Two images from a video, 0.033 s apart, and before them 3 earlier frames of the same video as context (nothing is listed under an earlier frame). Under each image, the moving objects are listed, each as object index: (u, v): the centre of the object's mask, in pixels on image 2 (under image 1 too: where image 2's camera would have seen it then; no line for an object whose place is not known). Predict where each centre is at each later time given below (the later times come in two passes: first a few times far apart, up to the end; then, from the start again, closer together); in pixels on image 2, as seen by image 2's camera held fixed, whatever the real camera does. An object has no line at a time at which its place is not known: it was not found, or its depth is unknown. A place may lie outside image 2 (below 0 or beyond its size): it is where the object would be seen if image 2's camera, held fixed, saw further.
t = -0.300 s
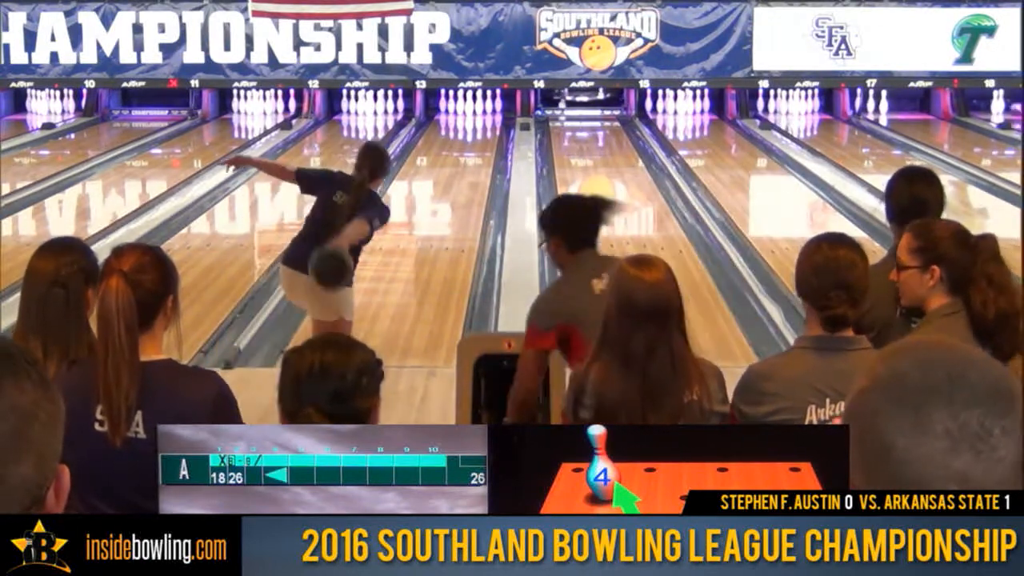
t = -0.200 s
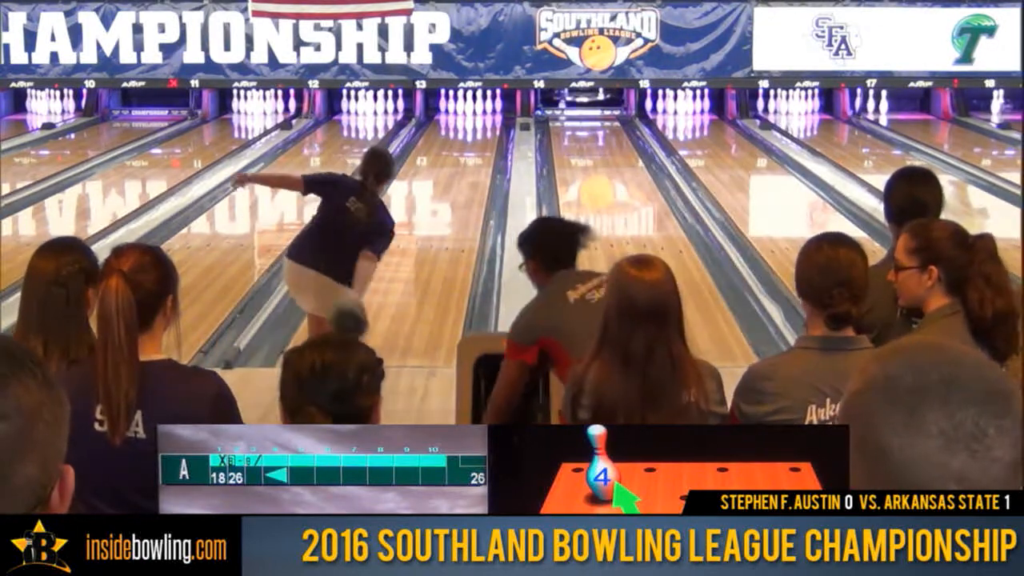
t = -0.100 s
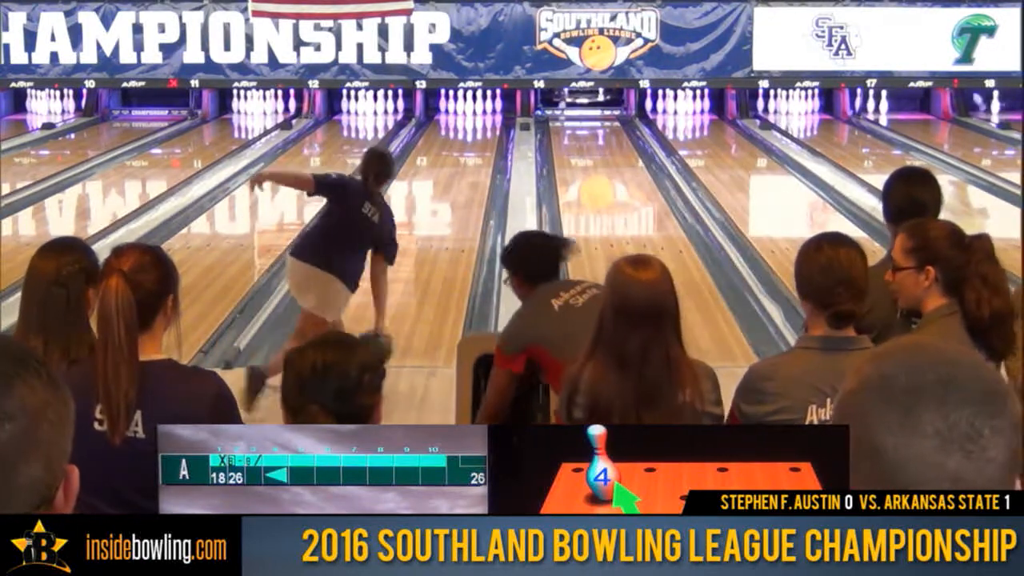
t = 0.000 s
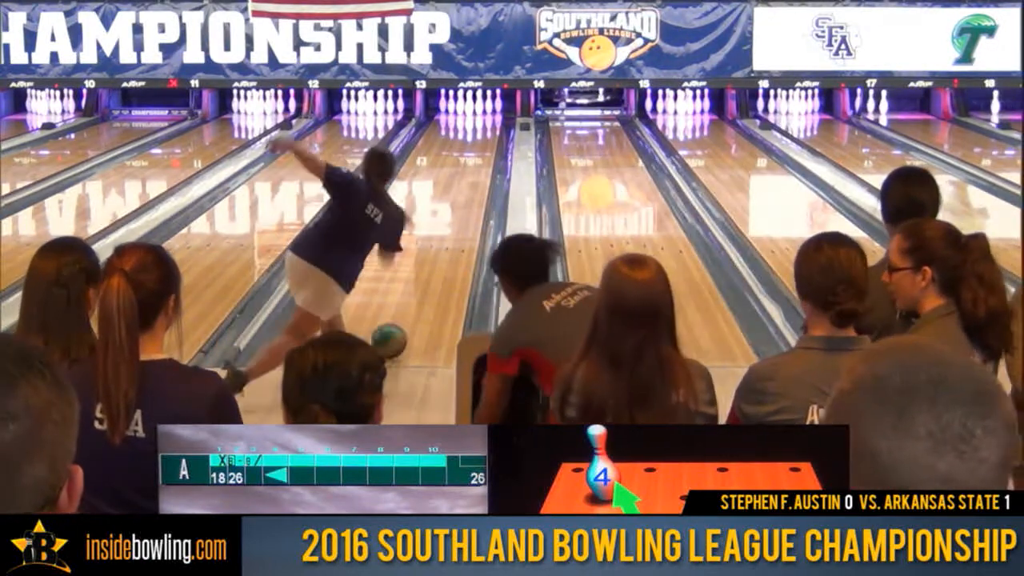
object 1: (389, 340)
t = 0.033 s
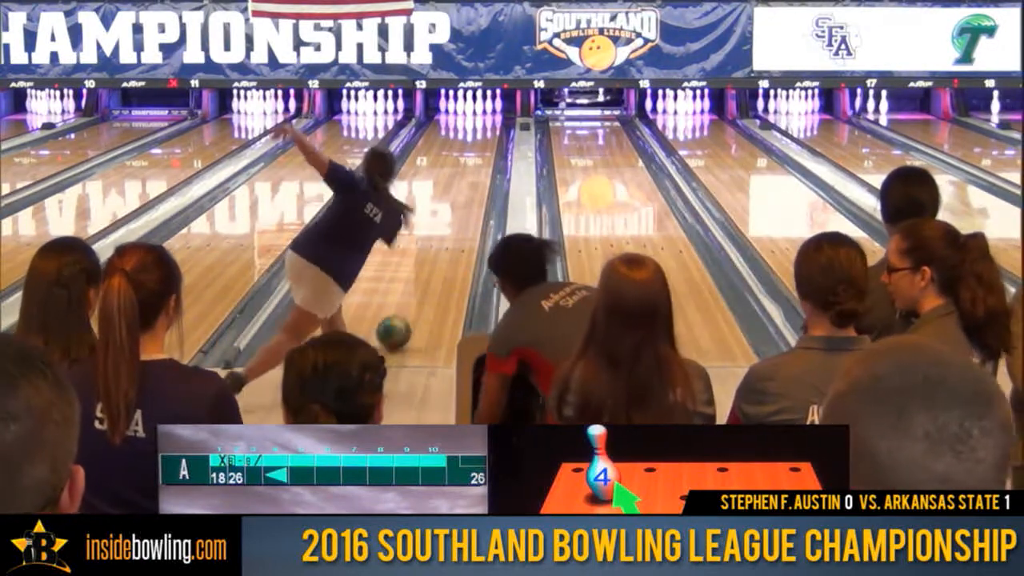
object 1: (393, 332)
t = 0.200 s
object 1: (412, 295)
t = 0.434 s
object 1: (432, 252)
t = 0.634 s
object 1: (445, 225)
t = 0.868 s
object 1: (456, 199)
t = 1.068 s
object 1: (463, 180)
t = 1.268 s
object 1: (469, 165)
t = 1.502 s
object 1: (473, 150)
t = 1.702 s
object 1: (477, 140)
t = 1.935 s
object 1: (478, 130)
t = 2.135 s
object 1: (476, 122)
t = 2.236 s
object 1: (475, 118)
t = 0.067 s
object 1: (398, 324)
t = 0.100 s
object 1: (401, 317)
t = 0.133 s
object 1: (405, 309)
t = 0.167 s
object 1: (408, 302)
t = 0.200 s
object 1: (412, 295)
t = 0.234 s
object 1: (415, 288)
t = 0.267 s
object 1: (418, 281)
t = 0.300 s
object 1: (421, 275)
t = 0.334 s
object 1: (424, 269)
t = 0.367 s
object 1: (427, 263)
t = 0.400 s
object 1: (429, 257)
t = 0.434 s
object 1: (432, 252)
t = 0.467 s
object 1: (434, 247)
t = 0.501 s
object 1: (436, 242)
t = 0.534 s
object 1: (439, 237)
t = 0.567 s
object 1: (441, 233)
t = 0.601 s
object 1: (443, 229)
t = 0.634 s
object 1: (445, 225)
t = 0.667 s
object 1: (446, 221)
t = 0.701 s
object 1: (448, 217)
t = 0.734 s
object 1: (450, 213)
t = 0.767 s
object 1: (452, 209)
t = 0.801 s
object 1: (453, 206)
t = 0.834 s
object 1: (455, 202)
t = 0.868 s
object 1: (456, 199)
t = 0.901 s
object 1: (457, 196)
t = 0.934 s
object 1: (458, 193)
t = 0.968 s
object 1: (459, 189)
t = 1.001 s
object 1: (461, 187)
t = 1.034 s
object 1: (462, 183)
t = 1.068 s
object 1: (463, 180)
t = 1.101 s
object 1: (464, 178)
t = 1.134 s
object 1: (465, 175)
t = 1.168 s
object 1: (466, 173)
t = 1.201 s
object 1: (467, 170)
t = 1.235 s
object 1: (468, 167)
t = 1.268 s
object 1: (469, 165)
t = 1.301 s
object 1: (470, 163)
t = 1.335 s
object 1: (470, 161)
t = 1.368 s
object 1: (471, 159)
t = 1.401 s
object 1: (471, 156)
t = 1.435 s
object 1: (472, 155)
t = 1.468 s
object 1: (473, 152)
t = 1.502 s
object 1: (473, 150)
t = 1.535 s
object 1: (474, 149)
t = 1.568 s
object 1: (475, 147)
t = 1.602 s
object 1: (475, 146)
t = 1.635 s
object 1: (476, 144)
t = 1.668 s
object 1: (476, 142)
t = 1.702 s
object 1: (477, 140)
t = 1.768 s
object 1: (478, 136)
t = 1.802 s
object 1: (478, 135)
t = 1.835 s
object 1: (478, 134)
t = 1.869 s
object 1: (478, 133)
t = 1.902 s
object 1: (478, 131)
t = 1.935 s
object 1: (478, 130)
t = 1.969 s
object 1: (478, 128)
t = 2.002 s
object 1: (478, 127)
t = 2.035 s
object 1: (477, 125)
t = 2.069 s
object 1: (477, 124)
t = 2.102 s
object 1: (477, 123)
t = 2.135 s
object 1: (476, 122)
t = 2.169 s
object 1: (476, 121)
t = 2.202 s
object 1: (475, 120)
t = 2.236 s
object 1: (475, 118)
